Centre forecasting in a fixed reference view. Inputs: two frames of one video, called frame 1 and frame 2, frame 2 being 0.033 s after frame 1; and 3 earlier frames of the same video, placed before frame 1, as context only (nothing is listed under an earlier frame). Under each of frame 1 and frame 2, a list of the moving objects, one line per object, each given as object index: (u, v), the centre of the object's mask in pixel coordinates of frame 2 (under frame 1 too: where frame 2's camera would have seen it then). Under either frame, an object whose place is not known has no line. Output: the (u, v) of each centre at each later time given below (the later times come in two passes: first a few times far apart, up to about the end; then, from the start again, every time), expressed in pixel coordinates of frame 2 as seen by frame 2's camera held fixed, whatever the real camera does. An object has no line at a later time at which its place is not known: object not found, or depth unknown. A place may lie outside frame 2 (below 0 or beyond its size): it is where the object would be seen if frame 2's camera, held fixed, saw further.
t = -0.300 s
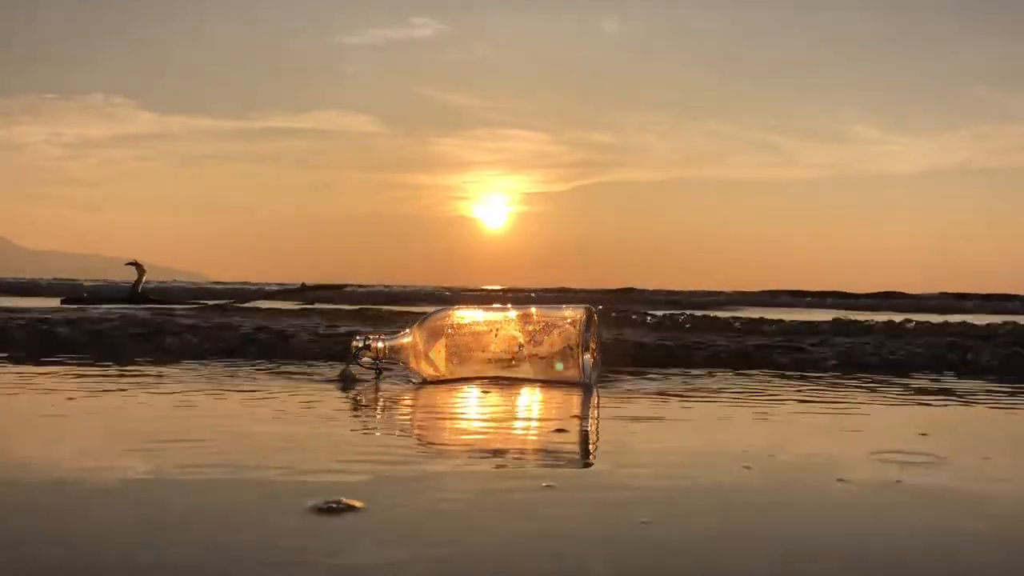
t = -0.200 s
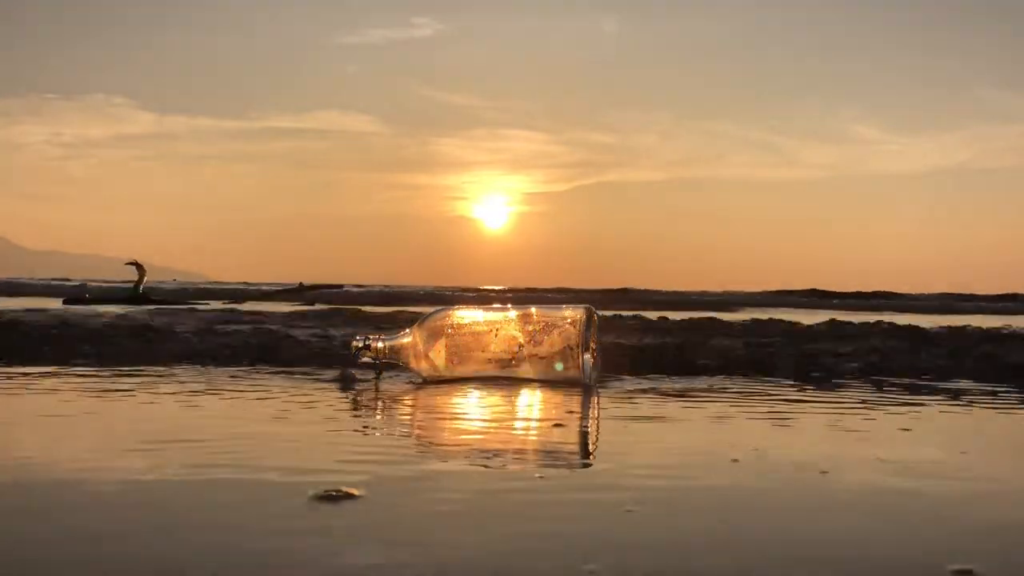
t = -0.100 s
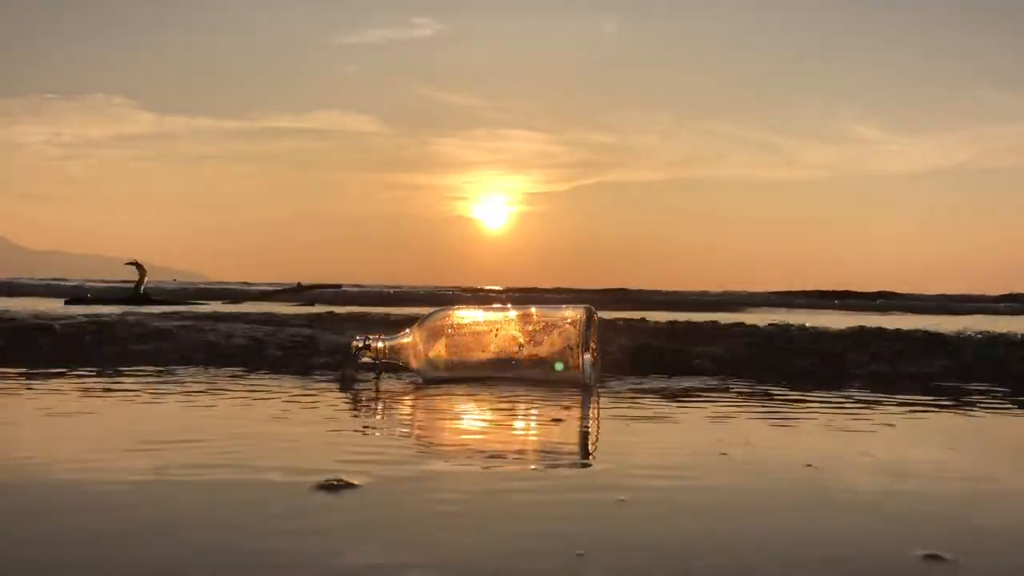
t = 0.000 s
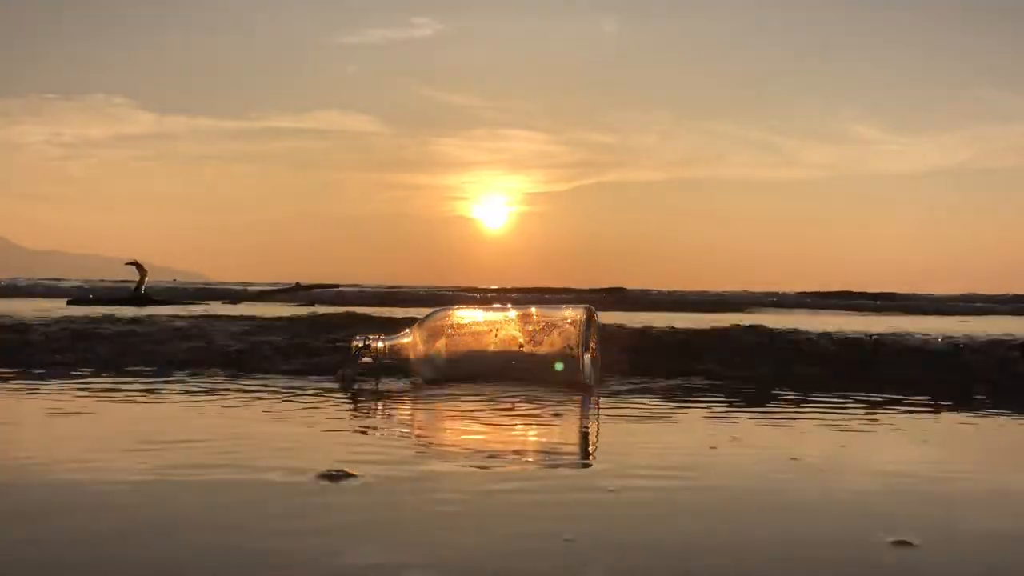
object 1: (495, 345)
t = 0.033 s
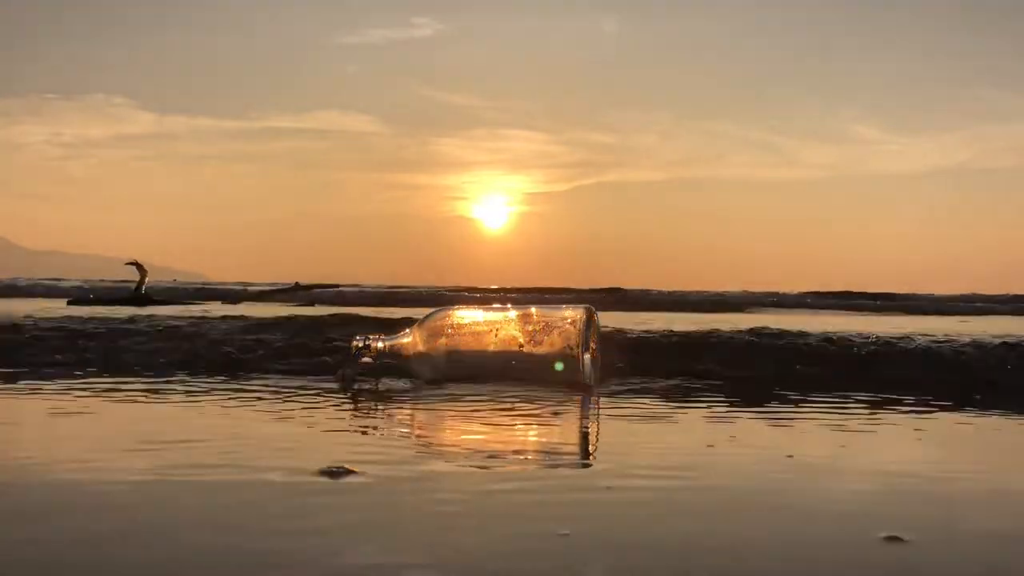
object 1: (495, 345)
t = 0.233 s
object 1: (519, 333)
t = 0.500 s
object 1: (485, 335)
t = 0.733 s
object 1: (430, 343)
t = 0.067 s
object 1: (494, 344)
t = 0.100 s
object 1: (493, 344)
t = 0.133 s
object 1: (493, 345)
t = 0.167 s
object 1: (491, 345)
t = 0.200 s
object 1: (508, 333)
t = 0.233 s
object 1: (519, 333)
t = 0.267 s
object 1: (504, 337)
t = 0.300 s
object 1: (494, 339)
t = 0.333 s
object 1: (528, 343)
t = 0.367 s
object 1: (499, 336)
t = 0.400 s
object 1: (488, 326)
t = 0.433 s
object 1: (487, 331)
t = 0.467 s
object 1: (485, 334)
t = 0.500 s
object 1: (485, 335)
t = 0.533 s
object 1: (473, 327)
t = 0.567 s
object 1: (468, 331)
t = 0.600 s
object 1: (466, 331)
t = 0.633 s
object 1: (464, 331)
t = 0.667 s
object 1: (450, 343)
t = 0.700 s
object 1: (443, 342)
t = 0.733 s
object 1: (430, 343)
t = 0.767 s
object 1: (425, 337)
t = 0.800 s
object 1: (419, 343)
